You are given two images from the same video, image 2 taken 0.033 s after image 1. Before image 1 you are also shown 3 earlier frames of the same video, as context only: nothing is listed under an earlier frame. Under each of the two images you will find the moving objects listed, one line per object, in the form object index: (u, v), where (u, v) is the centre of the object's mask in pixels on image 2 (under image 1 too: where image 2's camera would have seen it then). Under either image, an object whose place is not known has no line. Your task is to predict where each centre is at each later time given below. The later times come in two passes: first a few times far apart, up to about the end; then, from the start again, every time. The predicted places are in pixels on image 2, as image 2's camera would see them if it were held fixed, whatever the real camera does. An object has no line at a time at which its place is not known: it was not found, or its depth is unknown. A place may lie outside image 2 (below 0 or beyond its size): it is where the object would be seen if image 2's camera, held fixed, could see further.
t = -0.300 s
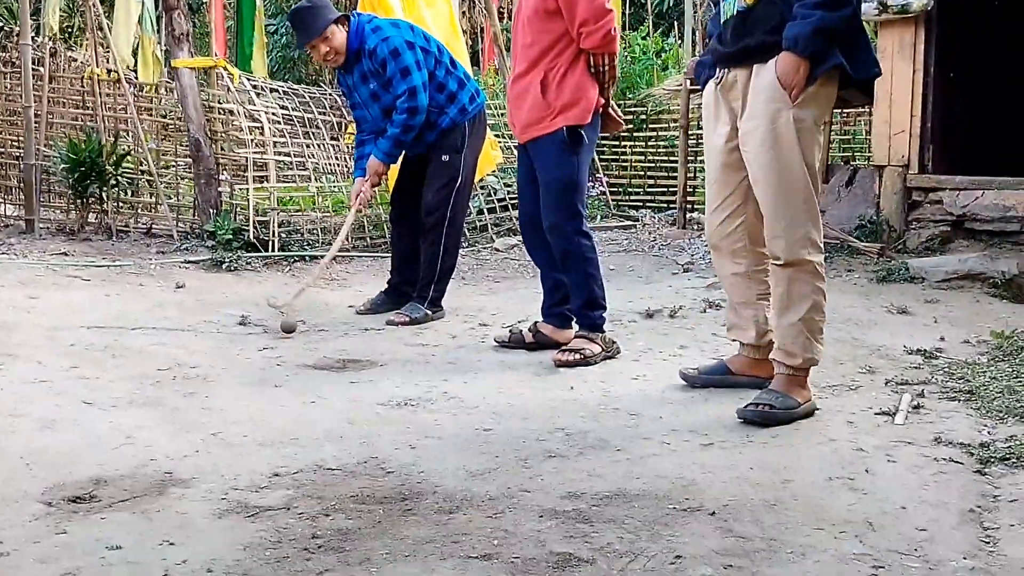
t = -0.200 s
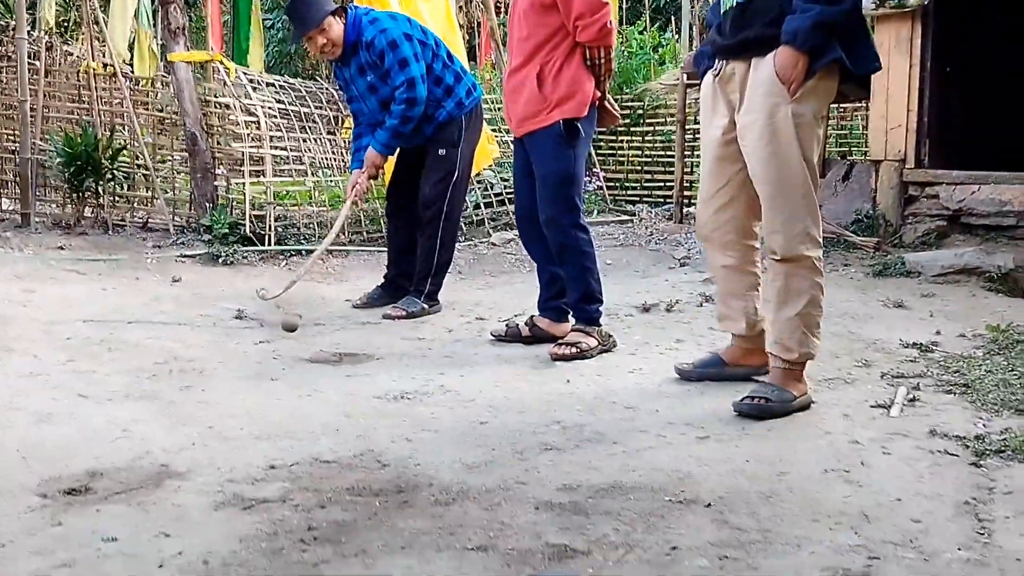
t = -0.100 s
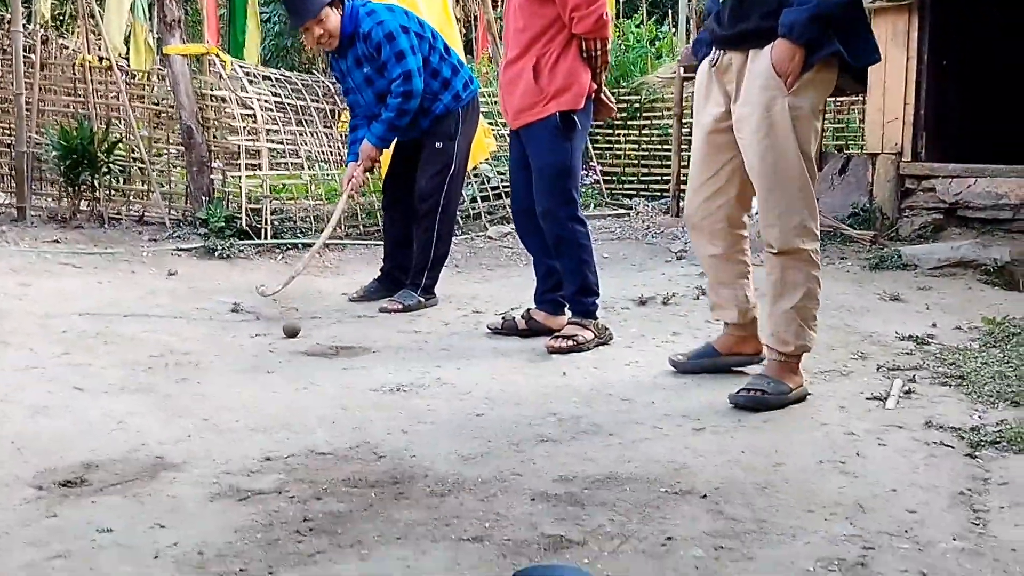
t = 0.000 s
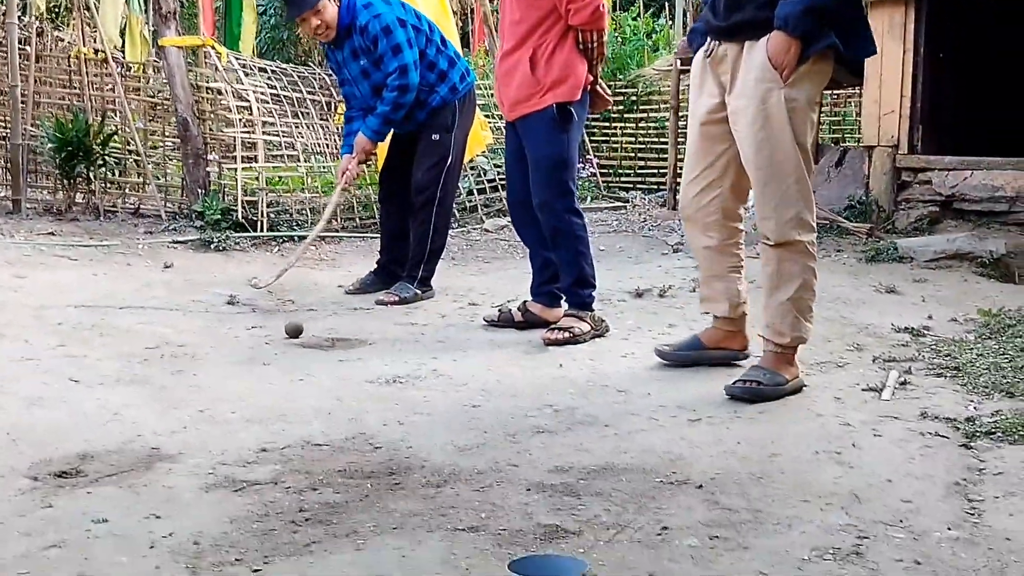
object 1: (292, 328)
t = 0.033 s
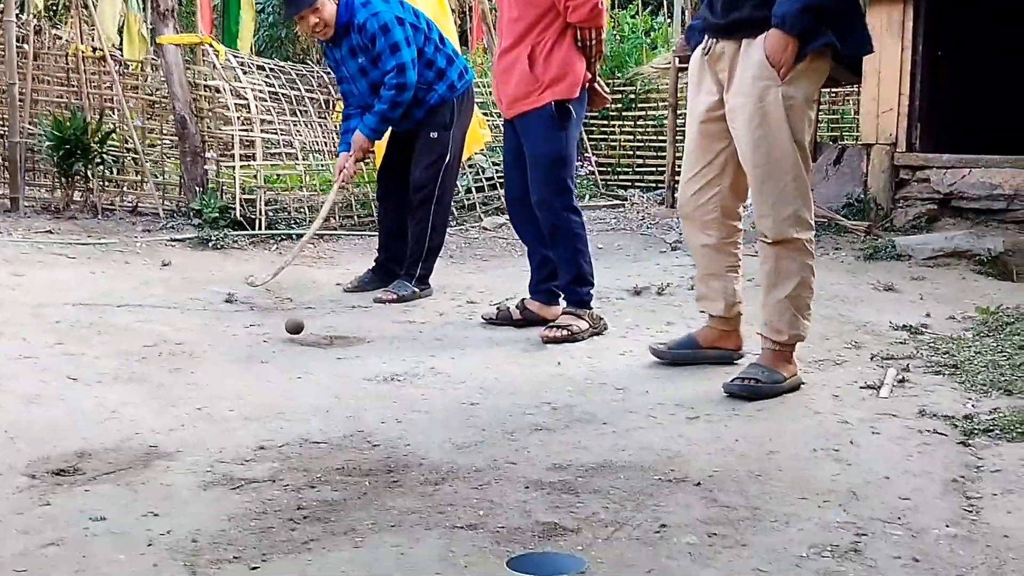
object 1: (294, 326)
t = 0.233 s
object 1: (314, 342)
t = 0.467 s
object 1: (340, 367)
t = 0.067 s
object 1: (297, 327)
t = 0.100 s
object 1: (299, 333)
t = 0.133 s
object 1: (303, 337)
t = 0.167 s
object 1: (307, 335)
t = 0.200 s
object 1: (310, 336)
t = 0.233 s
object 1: (314, 342)
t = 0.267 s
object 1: (319, 350)
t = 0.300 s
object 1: (323, 350)
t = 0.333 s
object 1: (326, 355)
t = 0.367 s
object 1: (330, 357)
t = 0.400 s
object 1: (333, 361)
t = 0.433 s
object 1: (337, 363)
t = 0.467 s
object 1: (340, 367)
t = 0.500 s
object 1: (342, 368)
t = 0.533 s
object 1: (345, 372)
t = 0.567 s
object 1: (348, 372)
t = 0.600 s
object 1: (351, 377)
